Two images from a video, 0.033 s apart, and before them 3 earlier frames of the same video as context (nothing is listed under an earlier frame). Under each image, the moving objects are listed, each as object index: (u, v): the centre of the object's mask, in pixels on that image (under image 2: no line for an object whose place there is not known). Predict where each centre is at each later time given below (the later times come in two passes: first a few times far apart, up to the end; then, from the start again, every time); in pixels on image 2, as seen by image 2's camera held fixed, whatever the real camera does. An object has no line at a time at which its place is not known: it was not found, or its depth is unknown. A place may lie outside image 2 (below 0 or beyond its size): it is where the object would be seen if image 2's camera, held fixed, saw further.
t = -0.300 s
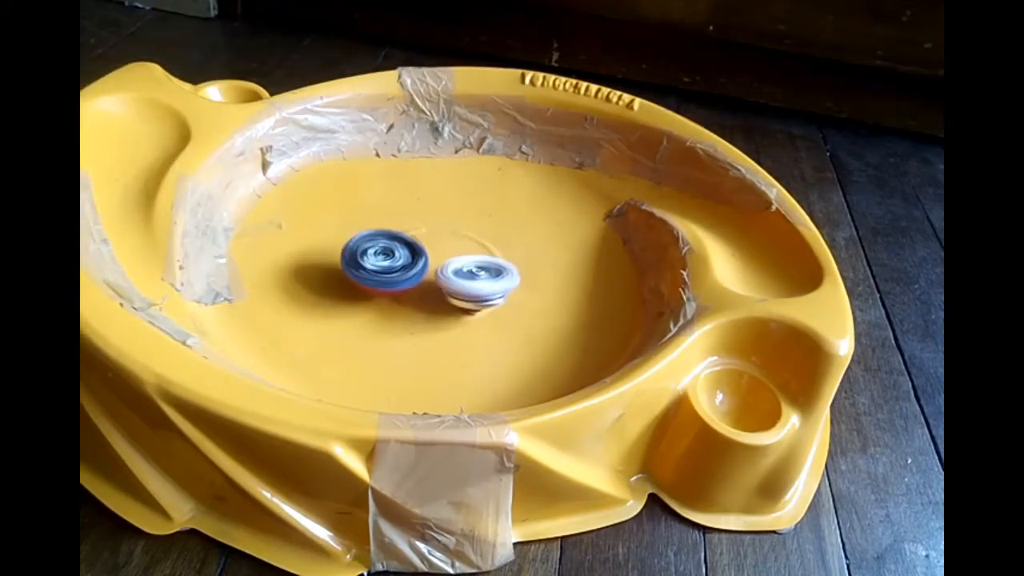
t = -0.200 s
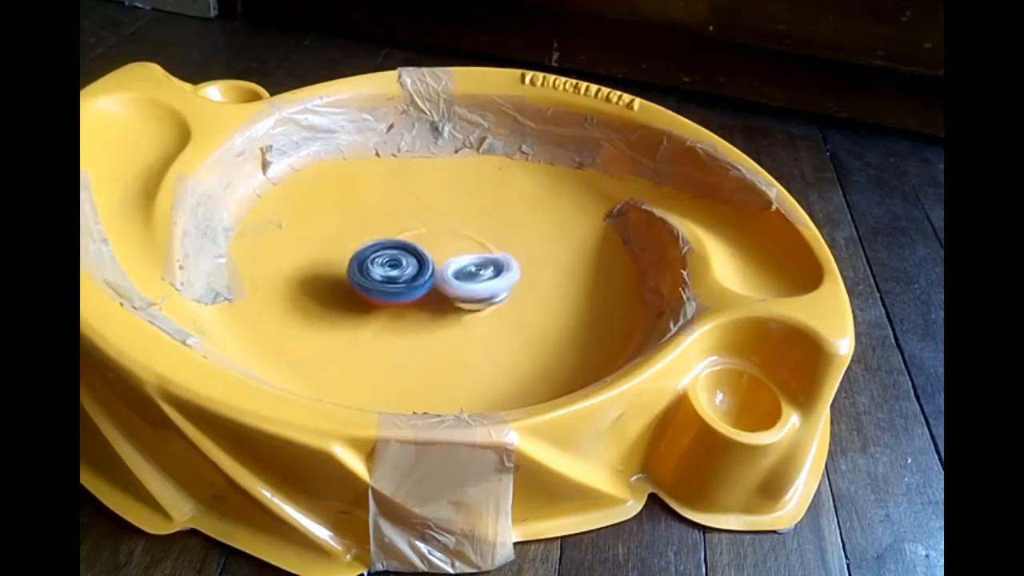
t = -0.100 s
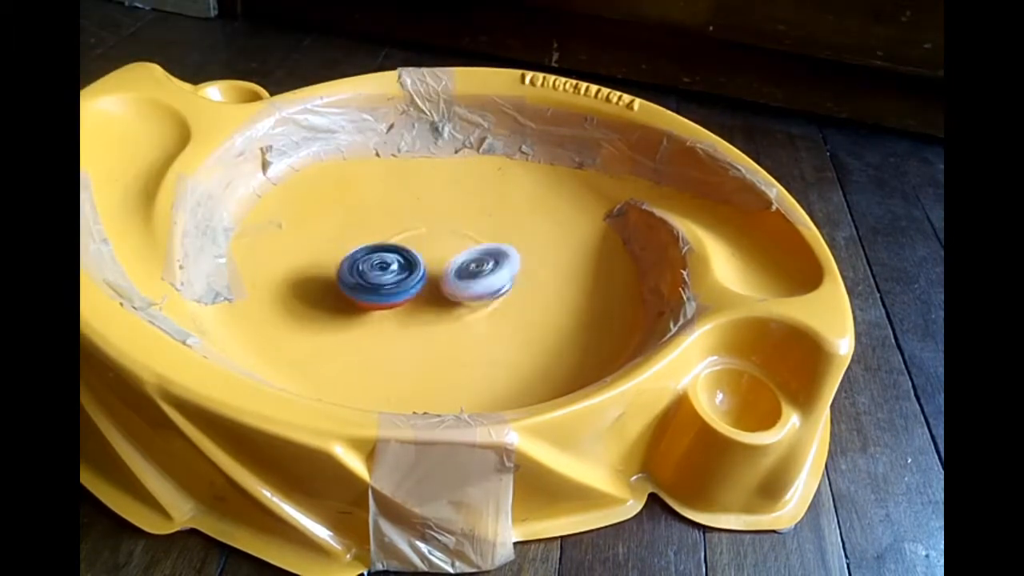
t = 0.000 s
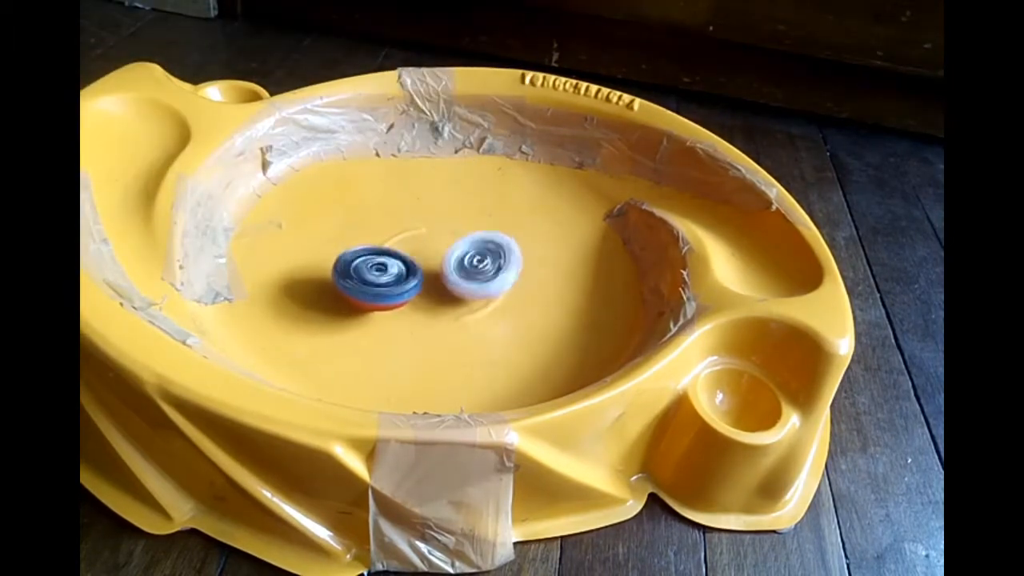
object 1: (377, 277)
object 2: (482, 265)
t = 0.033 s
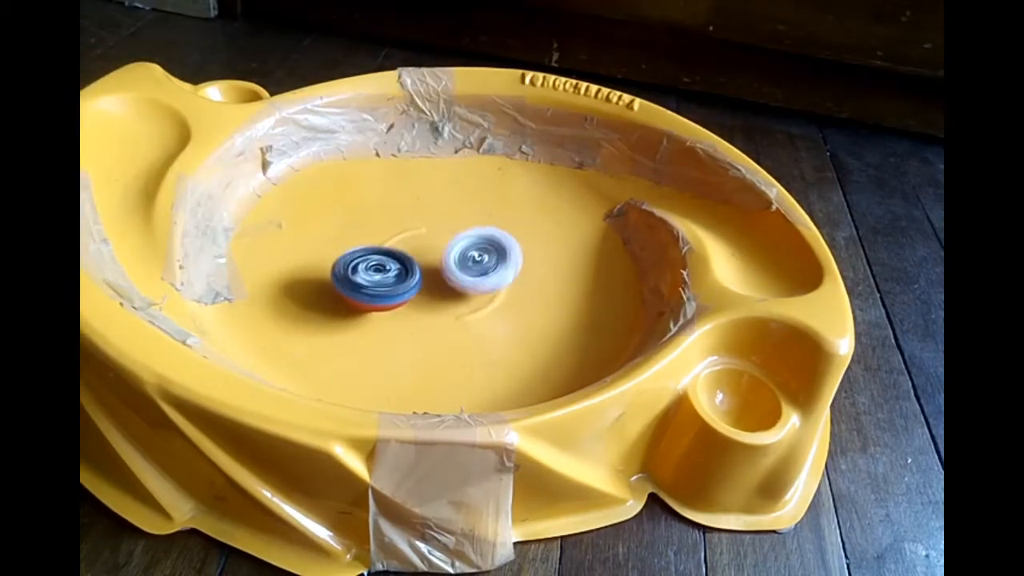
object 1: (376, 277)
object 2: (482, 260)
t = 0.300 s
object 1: (385, 273)
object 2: (457, 247)
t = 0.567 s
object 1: (371, 283)
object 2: (447, 246)
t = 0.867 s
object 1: (379, 284)
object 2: (457, 247)
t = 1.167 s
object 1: (406, 280)
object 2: (460, 235)
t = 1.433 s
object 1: (419, 278)
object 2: (454, 228)
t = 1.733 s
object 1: (418, 283)
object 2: (448, 228)
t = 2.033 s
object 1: (425, 280)
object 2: (444, 222)
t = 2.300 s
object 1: (427, 280)
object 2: (449, 219)
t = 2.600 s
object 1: (427, 279)
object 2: (454, 222)
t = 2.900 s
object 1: (427, 279)
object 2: (456, 216)
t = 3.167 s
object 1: (430, 280)
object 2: (454, 217)
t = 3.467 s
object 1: (433, 280)
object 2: (458, 219)
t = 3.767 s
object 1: (436, 280)
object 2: (462, 214)
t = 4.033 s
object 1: (436, 281)
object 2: (459, 216)
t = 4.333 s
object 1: (435, 283)
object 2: (465, 217)
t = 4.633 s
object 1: (438, 286)
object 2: (468, 214)
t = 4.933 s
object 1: (442, 287)
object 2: (469, 217)
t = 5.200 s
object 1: (451, 291)
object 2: (475, 216)
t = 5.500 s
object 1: (451, 283)
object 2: (478, 219)
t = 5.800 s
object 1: (444, 275)
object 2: (473, 218)
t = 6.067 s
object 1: (446, 274)
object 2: (473, 217)
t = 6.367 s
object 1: (447, 275)
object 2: (471, 218)
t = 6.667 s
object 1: (448, 273)
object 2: (469, 220)
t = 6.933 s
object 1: (438, 273)
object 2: (468, 222)
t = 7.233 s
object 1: (411, 272)
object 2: (463, 224)
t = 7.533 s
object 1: (416, 260)
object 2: (478, 224)
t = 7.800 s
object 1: (430, 272)
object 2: (469, 224)
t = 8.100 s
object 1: (412, 273)
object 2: (460, 228)
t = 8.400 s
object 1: (406, 257)
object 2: (469, 237)
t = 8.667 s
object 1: (409, 260)
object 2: (465, 234)
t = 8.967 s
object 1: (355, 274)
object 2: (467, 226)
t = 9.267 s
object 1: (362, 270)
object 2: (465, 227)
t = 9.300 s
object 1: (364, 270)
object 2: (466, 226)
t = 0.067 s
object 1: (376, 277)
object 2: (477, 258)
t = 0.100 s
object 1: (378, 276)
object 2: (477, 257)
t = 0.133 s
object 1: (380, 276)
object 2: (475, 253)
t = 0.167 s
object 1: (381, 277)
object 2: (471, 252)
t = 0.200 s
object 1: (383, 276)
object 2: (468, 250)
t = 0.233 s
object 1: (385, 276)
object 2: (463, 248)
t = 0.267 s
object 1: (385, 275)
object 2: (461, 249)
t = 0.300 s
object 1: (385, 273)
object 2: (457, 247)
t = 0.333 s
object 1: (381, 275)
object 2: (454, 244)
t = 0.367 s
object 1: (377, 275)
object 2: (451, 243)
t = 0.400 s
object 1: (376, 275)
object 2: (447, 243)
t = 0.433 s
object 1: (375, 276)
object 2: (447, 246)
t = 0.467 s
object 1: (374, 279)
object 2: (449, 246)
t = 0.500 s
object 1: (373, 281)
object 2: (448, 245)
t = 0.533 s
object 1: (371, 282)
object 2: (448, 245)
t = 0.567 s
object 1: (371, 283)
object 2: (447, 246)
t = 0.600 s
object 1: (371, 284)
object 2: (447, 246)
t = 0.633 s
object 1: (370, 285)
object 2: (449, 248)
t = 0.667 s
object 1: (370, 285)
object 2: (451, 248)
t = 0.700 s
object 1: (371, 284)
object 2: (450, 248)
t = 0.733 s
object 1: (373, 284)
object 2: (452, 248)
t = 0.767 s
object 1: (374, 285)
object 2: (454, 249)
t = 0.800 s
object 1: (375, 284)
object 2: (454, 249)
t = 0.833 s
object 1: (377, 284)
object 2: (457, 248)
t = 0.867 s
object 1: (379, 284)
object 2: (457, 247)
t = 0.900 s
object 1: (382, 283)
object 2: (458, 247)
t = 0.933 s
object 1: (387, 282)
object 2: (459, 246)
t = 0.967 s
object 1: (393, 281)
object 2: (460, 244)
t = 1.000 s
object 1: (396, 279)
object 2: (462, 243)
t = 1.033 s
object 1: (399, 277)
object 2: (462, 242)
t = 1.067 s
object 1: (401, 278)
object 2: (463, 239)
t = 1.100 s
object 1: (404, 278)
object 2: (463, 236)
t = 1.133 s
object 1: (405, 279)
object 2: (462, 235)
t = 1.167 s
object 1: (406, 280)
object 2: (460, 235)
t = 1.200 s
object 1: (406, 281)
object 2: (462, 234)
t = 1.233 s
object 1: (405, 281)
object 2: (463, 231)
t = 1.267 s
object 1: (405, 280)
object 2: (460, 230)
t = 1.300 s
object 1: (406, 279)
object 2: (459, 230)
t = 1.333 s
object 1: (409, 279)
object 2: (457, 229)
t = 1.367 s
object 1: (412, 279)
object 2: (457, 231)
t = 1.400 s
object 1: (414, 279)
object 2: (457, 230)
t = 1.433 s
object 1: (419, 278)
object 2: (454, 228)
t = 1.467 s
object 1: (420, 278)
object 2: (454, 228)
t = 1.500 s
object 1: (417, 277)
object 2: (454, 227)
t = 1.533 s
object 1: (416, 277)
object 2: (452, 227)
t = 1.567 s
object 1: (413, 278)
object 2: (451, 227)
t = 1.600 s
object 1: (412, 279)
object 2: (448, 227)
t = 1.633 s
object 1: (414, 281)
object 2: (443, 227)
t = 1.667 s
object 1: (418, 281)
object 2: (445, 228)
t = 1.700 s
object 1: (419, 282)
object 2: (447, 228)
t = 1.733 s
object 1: (418, 283)
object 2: (448, 228)
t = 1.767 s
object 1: (417, 283)
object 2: (450, 228)
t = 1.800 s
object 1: (418, 282)
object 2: (449, 228)
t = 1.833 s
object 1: (422, 282)
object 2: (447, 227)
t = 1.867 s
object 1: (425, 282)
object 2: (448, 227)
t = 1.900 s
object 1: (428, 281)
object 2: (450, 226)
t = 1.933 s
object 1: (428, 279)
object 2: (451, 225)
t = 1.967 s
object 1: (425, 280)
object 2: (450, 223)
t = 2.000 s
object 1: (424, 280)
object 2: (447, 222)
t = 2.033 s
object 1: (425, 280)
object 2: (444, 222)
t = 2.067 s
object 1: (426, 279)
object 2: (445, 222)
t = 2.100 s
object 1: (427, 280)
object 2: (449, 222)
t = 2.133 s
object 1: (428, 280)
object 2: (452, 219)
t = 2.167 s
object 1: (428, 280)
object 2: (452, 219)
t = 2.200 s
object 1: (428, 280)
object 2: (452, 218)
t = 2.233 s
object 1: (427, 280)
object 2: (450, 218)
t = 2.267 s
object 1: (427, 280)
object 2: (447, 218)
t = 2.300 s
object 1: (427, 280)
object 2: (449, 219)
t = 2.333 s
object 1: (427, 280)
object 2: (450, 220)
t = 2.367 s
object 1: (428, 280)
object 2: (450, 219)
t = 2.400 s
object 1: (428, 280)
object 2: (450, 220)
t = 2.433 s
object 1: (427, 280)
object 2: (449, 220)
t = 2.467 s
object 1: (427, 281)
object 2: (449, 220)
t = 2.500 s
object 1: (426, 281)
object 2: (451, 221)
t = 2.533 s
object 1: (426, 280)
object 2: (452, 221)
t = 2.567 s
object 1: (426, 279)
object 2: (453, 221)
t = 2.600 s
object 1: (427, 279)
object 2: (454, 222)
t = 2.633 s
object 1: (428, 279)
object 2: (455, 221)
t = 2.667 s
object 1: (429, 279)
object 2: (456, 221)
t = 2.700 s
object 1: (430, 279)
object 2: (454, 221)
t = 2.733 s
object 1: (430, 280)
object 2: (456, 220)
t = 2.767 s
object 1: (429, 280)
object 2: (457, 220)
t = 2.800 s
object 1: (429, 280)
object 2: (456, 219)
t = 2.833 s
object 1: (428, 280)
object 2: (458, 218)
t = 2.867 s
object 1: (427, 280)
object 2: (458, 218)
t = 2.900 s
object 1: (427, 279)
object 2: (456, 216)
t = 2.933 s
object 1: (428, 279)
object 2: (455, 217)
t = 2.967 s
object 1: (428, 279)
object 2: (456, 216)
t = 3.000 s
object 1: (428, 278)
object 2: (456, 216)
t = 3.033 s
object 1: (430, 278)
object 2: (455, 217)
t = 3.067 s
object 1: (430, 279)
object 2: (456, 216)
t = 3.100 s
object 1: (431, 279)
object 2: (455, 216)
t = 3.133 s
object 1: (431, 280)
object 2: (452, 216)
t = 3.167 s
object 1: (430, 280)
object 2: (454, 217)
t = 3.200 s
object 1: (429, 280)
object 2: (454, 218)
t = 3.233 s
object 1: (428, 280)
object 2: (454, 217)
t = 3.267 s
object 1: (429, 279)
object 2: (455, 218)
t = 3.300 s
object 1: (429, 278)
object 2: (455, 218)
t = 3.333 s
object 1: (430, 278)
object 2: (455, 218)
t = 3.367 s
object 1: (431, 278)
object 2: (456, 219)
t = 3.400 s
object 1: (432, 279)
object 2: (458, 219)
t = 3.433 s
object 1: (433, 279)
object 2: (459, 219)
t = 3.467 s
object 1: (433, 280)
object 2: (458, 219)
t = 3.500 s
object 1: (432, 280)
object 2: (460, 218)
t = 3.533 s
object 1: (431, 281)
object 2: (461, 219)
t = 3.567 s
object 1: (430, 281)
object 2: (460, 218)
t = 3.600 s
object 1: (430, 279)
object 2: (461, 217)
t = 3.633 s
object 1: (431, 279)
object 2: (462, 217)
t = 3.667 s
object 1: (432, 279)
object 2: (462, 216)
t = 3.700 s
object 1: (433, 279)
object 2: (462, 216)
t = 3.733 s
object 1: (434, 279)
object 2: (462, 215)
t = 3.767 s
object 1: (436, 280)
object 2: (462, 214)
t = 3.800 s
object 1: (435, 281)
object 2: (460, 214)
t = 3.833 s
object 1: (435, 282)
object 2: (461, 214)
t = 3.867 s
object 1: (434, 282)
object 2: (461, 215)
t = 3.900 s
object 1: (433, 282)
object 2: (459, 214)
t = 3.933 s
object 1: (432, 281)
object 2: (460, 215)
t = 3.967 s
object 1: (433, 280)
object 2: (460, 215)
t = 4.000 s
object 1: (434, 280)
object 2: (460, 215)
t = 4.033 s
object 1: (436, 281)
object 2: (459, 216)
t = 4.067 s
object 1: (437, 281)
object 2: (460, 216)
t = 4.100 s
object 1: (437, 282)
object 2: (461, 217)
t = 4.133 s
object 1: (437, 283)
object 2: (460, 217)
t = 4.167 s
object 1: (437, 284)
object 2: (462, 217)
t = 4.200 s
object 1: (435, 284)
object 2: (462, 218)
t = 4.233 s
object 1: (433, 284)
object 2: (462, 217)
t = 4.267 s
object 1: (433, 284)
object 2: (463, 218)
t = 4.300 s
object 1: (434, 283)
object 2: (464, 217)
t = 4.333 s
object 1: (435, 283)
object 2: (465, 217)
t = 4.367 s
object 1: (437, 283)
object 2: (465, 217)
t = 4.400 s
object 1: (438, 283)
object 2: (467, 216)
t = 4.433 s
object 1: (438, 284)
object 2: (467, 216)
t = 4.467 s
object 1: (439, 286)
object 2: (466, 215)
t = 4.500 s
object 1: (437, 286)
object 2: (467, 215)
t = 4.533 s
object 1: (436, 287)
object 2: (467, 215)
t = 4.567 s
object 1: (436, 287)
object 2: (468, 214)
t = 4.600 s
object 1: (437, 286)
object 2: (467, 215)
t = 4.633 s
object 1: (438, 286)
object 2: (468, 214)
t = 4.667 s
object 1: (439, 286)
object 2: (468, 214)
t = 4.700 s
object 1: (439, 286)
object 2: (467, 214)
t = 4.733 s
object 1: (439, 287)
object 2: (469, 215)
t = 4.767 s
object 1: (439, 287)
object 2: (469, 215)
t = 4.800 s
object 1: (439, 286)
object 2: (468, 215)
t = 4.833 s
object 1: (440, 286)
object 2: (468, 216)
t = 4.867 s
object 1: (441, 286)
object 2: (469, 216)
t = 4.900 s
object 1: (441, 287)
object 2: (470, 217)
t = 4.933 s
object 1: (442, 287)
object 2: (469, 217)
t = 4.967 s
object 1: (443, 288)
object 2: (471, 217)
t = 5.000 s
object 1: (443, 289)
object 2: (471, 218)
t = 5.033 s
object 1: (443, 289)
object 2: (470, 217)
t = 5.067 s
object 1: (446, 288)
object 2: (472, 218)
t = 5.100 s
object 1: (448, 288)
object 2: (472, 217)
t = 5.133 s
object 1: (450, 289)
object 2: (473, 217)
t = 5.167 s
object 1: (451, 290)
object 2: (473, 217)
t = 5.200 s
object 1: (451, 291)
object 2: (475, 216)
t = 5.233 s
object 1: (453, 290)
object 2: (475, 216)
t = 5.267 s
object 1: (455, 289)
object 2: (474, 215)
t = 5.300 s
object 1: (456, 289)
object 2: (474, 217)
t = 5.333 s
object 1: (457, 289)
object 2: (475, 219)
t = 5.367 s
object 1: (454, 286)
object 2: (478, 220)
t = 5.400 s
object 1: (453, 284)
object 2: (481, 222)
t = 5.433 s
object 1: (455, 282)
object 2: (484, 222)
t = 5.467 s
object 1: (454, 282)
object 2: (482, 221)
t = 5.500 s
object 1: (451, 283)
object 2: (478, 219)
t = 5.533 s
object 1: (447, 281)
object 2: (476, 219)
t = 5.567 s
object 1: (445, 279)
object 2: (475, 220)
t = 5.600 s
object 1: (446, 278)
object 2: (477, 220)
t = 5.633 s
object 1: (447, 277)
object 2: (478, 221)
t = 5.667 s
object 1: (446, 277)
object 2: (481, 221)
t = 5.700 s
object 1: (444, 277)
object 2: (481, 220)
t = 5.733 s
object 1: (442, 276)
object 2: (478, 219)
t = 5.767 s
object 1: (443, 276)
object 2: (475, 219)
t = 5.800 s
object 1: (444, 275)
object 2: (473, 218)
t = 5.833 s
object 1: (445, 275)
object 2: (472, 219)
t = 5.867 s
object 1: (447, 276)
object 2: (473, 220)
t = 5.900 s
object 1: (447, 276)
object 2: (478, 221)
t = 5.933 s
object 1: (447, 276)
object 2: (481, 221)
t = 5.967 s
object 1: (447, 275)
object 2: (480, 219)
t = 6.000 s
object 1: (446, 275)
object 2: (477, 218)
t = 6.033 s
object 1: (446, 275)
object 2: (475, 217)
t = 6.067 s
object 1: (446, 274)
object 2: (473, 217)
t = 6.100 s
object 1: (445, 274)
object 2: (471, 217)
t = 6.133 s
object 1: (446, 274)
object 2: (474, 219)
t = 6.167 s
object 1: (446, 274)
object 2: (476, 219)
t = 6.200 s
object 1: (447, 274)
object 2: (478, 220)
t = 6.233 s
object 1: (448, 274)
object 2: (476, 218)
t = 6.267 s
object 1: (448, 274)
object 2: (476, 218)
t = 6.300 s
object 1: (448, 274)
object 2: (473, 218)
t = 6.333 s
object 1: (447, 274)
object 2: (471, 217)
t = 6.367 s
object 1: (447, 275)
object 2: (471, 218)
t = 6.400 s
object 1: (448, 275)
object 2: (475, 219)
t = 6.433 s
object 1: (447, 275)
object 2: (478, 222)
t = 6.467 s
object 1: (447, 276)
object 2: (481, 222)
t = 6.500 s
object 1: (446, 275)
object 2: (483, 223)
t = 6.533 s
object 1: (446, 275)
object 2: (482, 222)
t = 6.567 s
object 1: (447, 274)
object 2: (478, 221)
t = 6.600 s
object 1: (447, 274)
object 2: (471, 220)
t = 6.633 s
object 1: (447, 274)
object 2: (468, 220)
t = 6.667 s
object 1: (448, 273)
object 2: (469, 220)
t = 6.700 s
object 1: (448, 274)
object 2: (472, 223)
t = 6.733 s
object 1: (448, 274)
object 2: (477, 224)
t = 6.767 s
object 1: (446, 274)
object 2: (481, 226)
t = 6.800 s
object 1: (445, 274)
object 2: (480, 225)
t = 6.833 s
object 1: (444, 272)
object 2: (476, 223)
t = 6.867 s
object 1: (443, 272)
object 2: (468, 224)
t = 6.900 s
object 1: (443, 271)
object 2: (468, 222)
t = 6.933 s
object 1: (438, 273)
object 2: (468, 222)
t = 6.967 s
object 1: (433, 276)
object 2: (470, 225)
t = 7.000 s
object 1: (431, 277)
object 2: (473, 227)
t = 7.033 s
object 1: (429, 277)
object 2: (477, 229)
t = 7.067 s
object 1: (426, 277)
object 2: (481, 229)
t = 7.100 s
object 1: (420, 277)
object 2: (480, 226)
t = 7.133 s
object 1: (417, 276)
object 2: (477, 224)
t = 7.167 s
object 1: (413, 275)
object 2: (472, 223)
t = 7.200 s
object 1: (413, 273)
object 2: (470, 225)
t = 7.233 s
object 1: (411, 272)
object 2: (463, 224)
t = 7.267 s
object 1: (411, 271)
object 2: (461, 225)
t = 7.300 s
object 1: (409, 269)
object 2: (462, 226)
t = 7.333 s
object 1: (408, 267)
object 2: (465, 228)
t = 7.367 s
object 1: (406, 264)
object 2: (471, 232)
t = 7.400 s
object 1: (407, 261)
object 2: (477, 232)
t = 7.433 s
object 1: (411, 259)
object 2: (479, 231)
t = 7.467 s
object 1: (414, 260)
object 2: (480, 228)
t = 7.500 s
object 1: (416, 260)
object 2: (479, 226)
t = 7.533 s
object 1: (416, 260)
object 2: (478, 224)
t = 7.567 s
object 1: (419, 260)
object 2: (475, 223)
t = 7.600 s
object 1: (421, 259)
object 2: (474, 223)
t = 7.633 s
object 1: (426, 261)
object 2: (471, 221)
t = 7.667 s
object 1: (429, 263)
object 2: (470, 221)
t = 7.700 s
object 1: (430, 267)
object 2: (469, 221)
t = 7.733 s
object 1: (430, 268)
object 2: (469, 223)
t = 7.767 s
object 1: (431, 271)
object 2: (469, 224)
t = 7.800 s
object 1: (430, 272)
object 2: (469, 224)
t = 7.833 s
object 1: (431, 274)
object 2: (469, 224)
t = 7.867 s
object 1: (430, 275)
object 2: (469, 224)
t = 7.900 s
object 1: (429, 276)
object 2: (467, 224)
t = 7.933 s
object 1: (425, 277)
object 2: (465, 225)
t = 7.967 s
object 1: (420, 277)
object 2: (462, 226)
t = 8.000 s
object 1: (418, 277)
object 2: (461, 227)
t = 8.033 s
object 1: (415, 276)
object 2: (461, 228)
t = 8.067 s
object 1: (415, 275)
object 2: (460, 228)
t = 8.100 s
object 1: (412, 273)
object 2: (460, 228)
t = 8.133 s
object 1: (411, 272)
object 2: (460, 228)
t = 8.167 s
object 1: (407, 269)
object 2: (460, 228)
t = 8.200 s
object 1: (405, 267)
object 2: (461, 228)
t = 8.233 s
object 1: (403, 264)
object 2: (461, 229)
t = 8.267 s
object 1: (404, 263)
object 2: (461, 229)
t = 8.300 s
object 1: (405, 261)
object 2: (462, 231)
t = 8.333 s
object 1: (405, 260)
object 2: (464, 234)
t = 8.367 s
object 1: (405, 257)
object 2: (466, 236)
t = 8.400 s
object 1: (406, 257)
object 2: (469, 237)
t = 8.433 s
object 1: (409, 257)
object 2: (471, 238)
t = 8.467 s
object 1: (410, 258)
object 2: (472, 238)
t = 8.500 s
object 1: (411, 259)
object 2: (473, 239)
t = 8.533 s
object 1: (412, 259)
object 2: (473, 238)
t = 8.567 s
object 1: (415, 260)
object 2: (473, 237)
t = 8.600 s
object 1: (412, 262)
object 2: (471, 236)
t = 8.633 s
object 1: (411, 266)
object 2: (466, 236)
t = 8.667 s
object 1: (409, 260)
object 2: (465, 234)
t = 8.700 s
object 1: (404, 271)
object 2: (465, 232)
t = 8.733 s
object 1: (393, 265)
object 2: (463, 230)
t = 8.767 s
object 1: (385, 267)
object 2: (462, 229)
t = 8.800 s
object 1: (379, 278)
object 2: (463, 228)
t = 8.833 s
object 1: (371, 277)
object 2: (463, 228)
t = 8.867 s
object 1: (365, 273)
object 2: (464, 228)
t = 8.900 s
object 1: (362, 283)
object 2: (465, 227)
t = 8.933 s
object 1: (357, 279)
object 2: (466, 226)
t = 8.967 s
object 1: (355, 274)
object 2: (467, 226)
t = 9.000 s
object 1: (355, 275)
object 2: (470, 225)
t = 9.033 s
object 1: (354, 274)
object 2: (471, 225)
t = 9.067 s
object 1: (355, 273)
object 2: (471, 225)
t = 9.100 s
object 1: (358, 273)
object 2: (470, 225)
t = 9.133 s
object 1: (359, 272)
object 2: (468, 226)
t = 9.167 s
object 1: (360, 271)
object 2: (466, 227)
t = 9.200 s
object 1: (360, 271)
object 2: (465, 227)
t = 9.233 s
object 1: (361, 270)
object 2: (465, 227)
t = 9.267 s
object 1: (362, 270)
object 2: (465, 227)
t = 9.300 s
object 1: (364, 270)
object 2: (466, 226)
